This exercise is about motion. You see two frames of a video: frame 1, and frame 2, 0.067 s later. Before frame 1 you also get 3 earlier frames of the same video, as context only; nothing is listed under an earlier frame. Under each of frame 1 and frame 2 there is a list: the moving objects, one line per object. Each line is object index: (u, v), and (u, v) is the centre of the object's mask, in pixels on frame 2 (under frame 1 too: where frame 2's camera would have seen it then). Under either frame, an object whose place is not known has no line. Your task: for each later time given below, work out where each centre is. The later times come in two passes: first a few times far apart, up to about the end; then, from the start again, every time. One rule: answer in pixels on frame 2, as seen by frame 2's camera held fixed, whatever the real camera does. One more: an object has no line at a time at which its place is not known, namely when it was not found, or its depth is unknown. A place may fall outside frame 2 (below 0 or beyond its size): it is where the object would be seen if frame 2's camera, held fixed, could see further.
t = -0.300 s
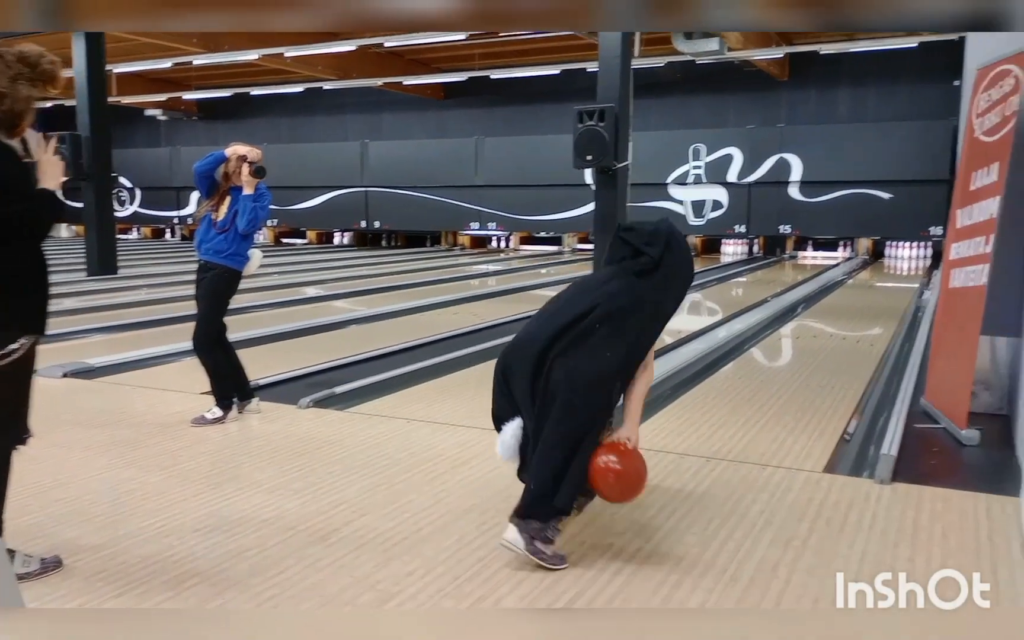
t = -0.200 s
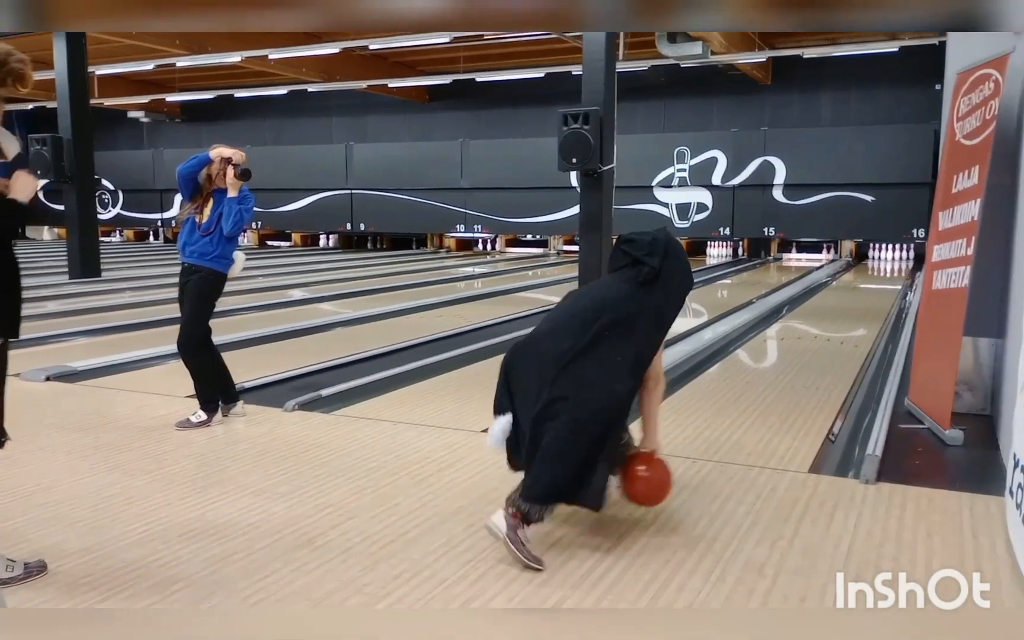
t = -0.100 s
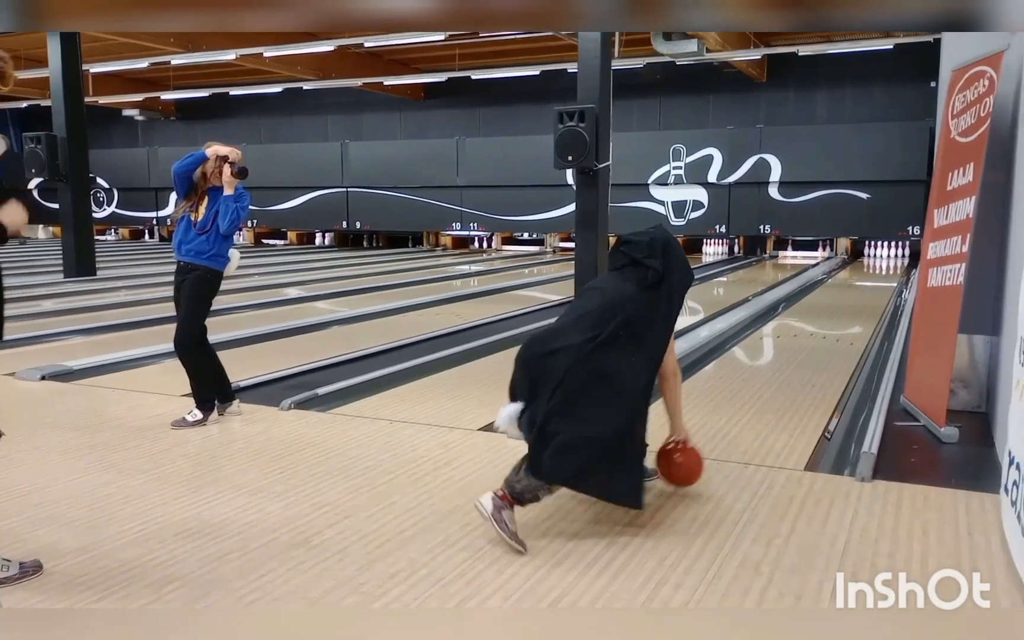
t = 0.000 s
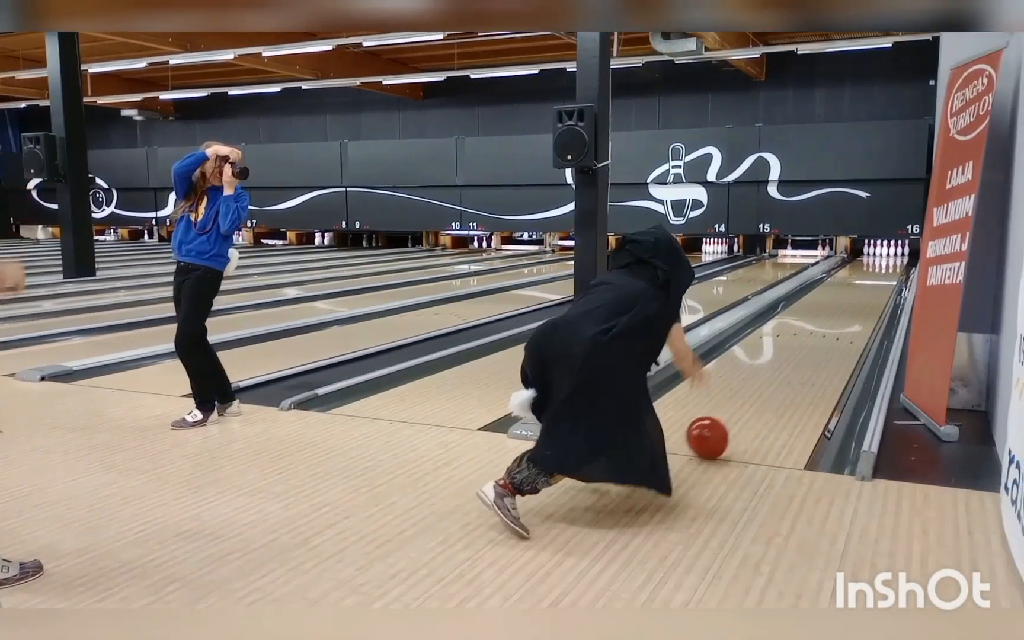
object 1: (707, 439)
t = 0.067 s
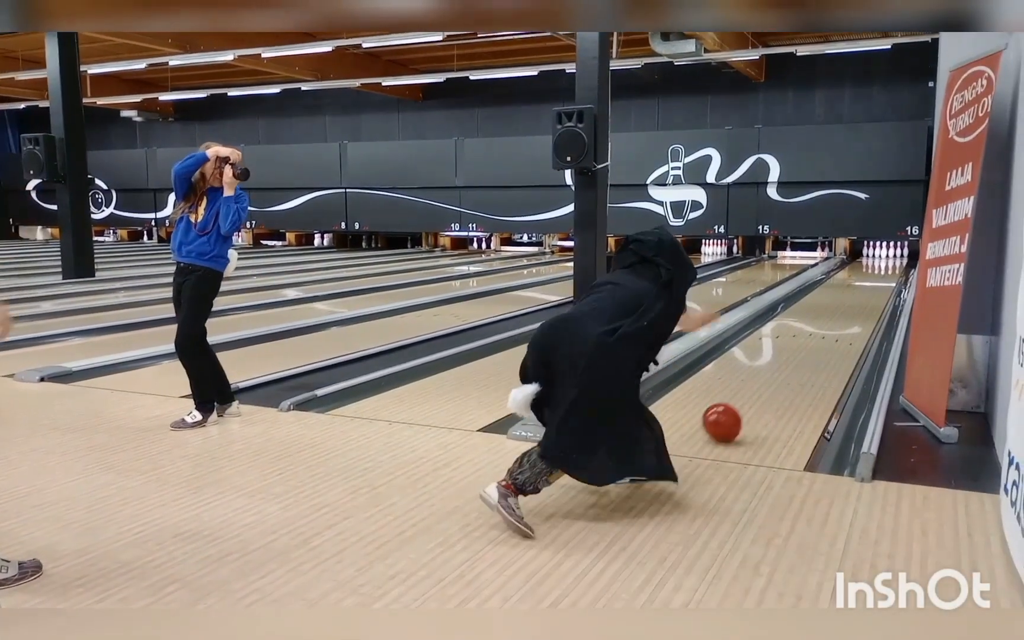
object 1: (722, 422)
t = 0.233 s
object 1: (751, 388)
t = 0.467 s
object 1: (780, 356)
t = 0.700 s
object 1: (799, 334)
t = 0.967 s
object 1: (815, 315)
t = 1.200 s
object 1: (826, 303)
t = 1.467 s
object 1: (835, 292)
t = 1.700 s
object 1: (841, 284)
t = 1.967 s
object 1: (847, 277)
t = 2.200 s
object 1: (851, 272)
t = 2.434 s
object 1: (854, 267)
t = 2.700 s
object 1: (857, 263)
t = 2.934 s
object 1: (859, 260)
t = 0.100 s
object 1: (729, 415)
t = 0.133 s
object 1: (735, 407)
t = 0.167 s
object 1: (741, 401)
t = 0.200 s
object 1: (746, 394)
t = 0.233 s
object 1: (751, 388)
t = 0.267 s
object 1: (756, 383)
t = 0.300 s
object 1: (761, 378)
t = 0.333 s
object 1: (765, 373)
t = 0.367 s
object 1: (769, 369)
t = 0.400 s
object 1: (772, 364)
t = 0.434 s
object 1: (776, 360)
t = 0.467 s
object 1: (780, 356)
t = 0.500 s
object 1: (783, 352)
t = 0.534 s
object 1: (785, 349)
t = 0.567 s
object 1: (788, 346)
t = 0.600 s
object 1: (791, 342)
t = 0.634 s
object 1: (794, 339)
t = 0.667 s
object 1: (796, 336)
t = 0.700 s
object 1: (799, 334)
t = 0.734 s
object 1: (801, 331)
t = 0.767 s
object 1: (803, 328)
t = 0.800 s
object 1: (806, 326)
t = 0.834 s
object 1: (808, 324)
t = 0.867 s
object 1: (810, 321)
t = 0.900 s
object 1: (812, 319)
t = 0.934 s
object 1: (813, 317)
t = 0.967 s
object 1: (815, 315)
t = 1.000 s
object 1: (817, 313)
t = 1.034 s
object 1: (819, 311)
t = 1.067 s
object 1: (820, 309)
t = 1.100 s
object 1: (821, 308)
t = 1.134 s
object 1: (823, 306)
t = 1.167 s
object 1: (824, 304)
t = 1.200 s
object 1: (826, 303)
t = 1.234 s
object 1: (827, 301)
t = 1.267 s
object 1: (828, 299)
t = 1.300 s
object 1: (830, 298)
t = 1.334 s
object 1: (831, 297)
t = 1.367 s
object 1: (832, 296)
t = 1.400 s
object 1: (833, 294)
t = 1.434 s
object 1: (834, 293)
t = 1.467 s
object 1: (835, 292)
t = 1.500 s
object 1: (836, 291)
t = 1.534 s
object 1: (837, 290)
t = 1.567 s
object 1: (838, 288)
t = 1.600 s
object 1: (839, 287)
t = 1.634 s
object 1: (840, 286)
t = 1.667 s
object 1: (840, 285)
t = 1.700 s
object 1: (841, 284)
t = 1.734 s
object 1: (842, 283)
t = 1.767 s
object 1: (843, 282)
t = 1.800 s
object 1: (844, 281)
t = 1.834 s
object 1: (844, 280)
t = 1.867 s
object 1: (845, 279)
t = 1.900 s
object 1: (846, 279)
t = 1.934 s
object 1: (846, 278)
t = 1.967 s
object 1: (847, 277)
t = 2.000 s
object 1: (848, 276)
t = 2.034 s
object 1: (848, 275)
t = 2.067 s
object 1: (849, 274)
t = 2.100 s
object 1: (849, 273)
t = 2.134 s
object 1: (850, 273)
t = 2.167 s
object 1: (850, 272)
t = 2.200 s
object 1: (851, 272)
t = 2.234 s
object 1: (852, 271)
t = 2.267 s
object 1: (852, 270)
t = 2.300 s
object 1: (853, 270)
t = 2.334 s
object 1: (853, 269)
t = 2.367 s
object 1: (854, 268)
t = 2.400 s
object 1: (854, 267)
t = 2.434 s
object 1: (854, 267)
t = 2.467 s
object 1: (854, 267)
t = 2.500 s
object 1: (855, 266)
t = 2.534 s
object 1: (855, 266)
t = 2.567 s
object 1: (855, 265)
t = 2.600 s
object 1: (856, 264)
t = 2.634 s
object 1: (857, 263)
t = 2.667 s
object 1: (857, 263)
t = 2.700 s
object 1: (857, 263)
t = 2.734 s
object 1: (858, 262)
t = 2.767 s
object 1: (858, 262)
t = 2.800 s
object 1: (858, 261)
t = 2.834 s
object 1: (858, 261)
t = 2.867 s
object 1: (859, 260)
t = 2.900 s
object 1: (859, 260)
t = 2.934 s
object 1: (859, 260)
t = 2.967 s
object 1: (859, 259)
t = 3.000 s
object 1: (859, 259)
